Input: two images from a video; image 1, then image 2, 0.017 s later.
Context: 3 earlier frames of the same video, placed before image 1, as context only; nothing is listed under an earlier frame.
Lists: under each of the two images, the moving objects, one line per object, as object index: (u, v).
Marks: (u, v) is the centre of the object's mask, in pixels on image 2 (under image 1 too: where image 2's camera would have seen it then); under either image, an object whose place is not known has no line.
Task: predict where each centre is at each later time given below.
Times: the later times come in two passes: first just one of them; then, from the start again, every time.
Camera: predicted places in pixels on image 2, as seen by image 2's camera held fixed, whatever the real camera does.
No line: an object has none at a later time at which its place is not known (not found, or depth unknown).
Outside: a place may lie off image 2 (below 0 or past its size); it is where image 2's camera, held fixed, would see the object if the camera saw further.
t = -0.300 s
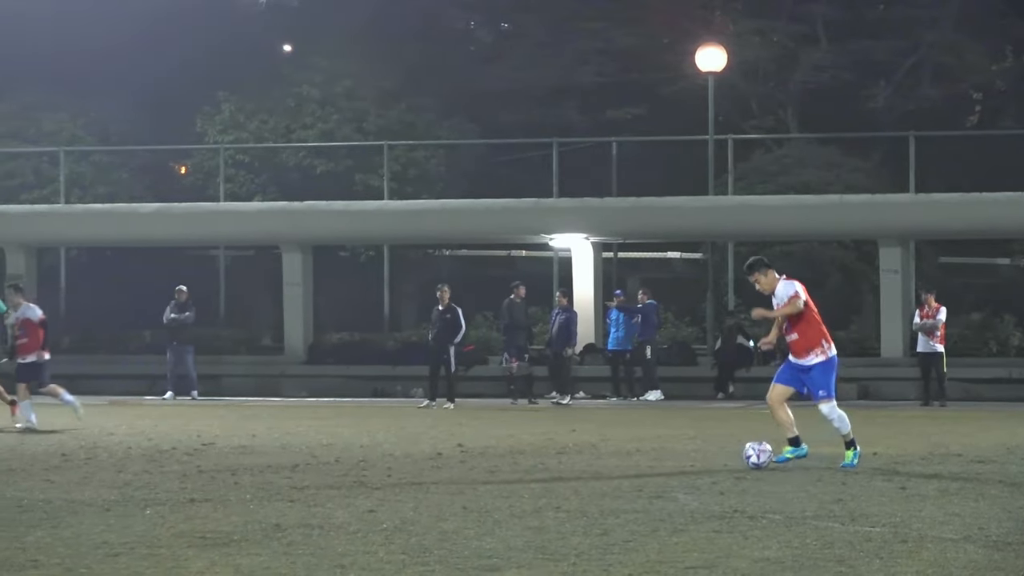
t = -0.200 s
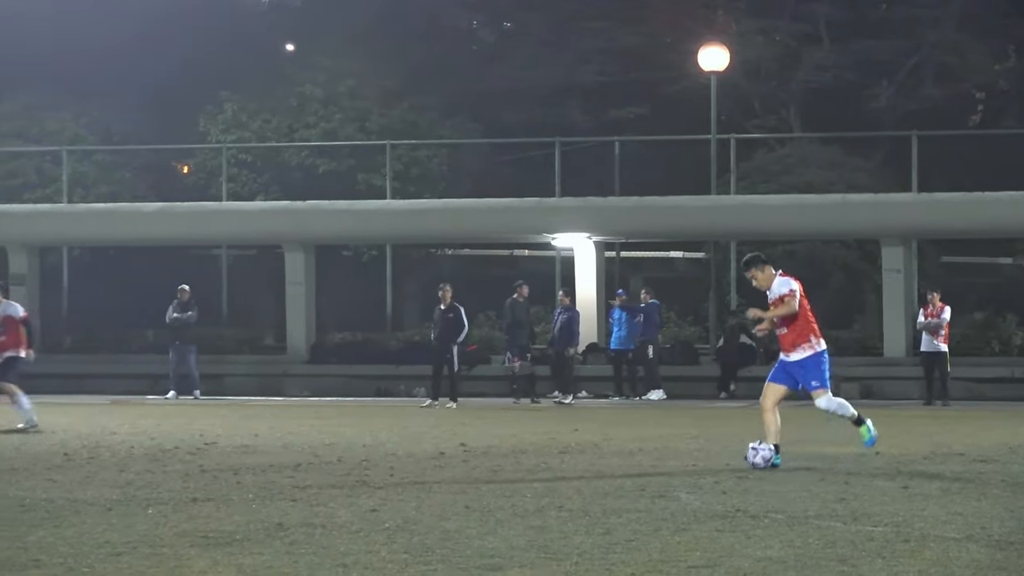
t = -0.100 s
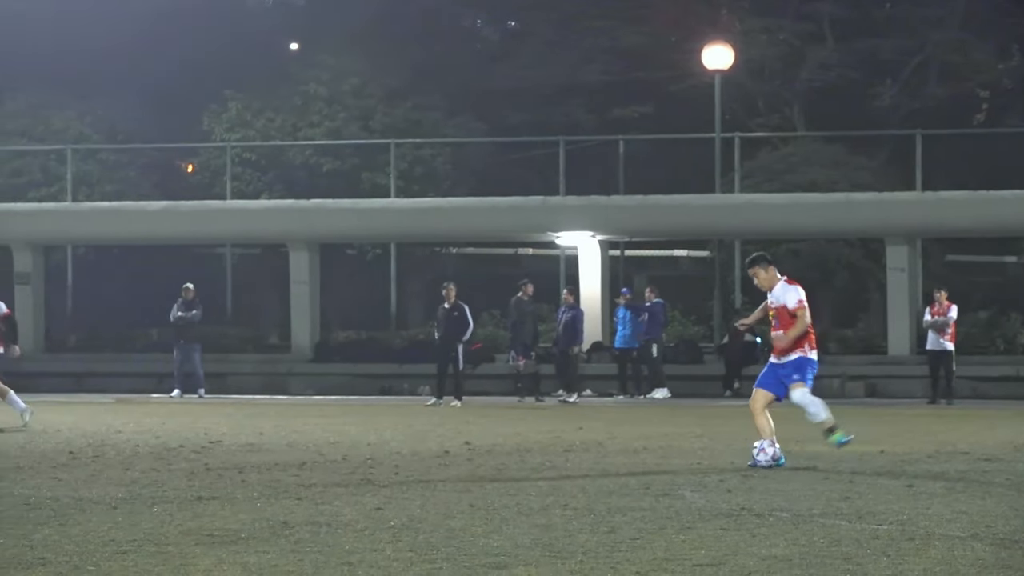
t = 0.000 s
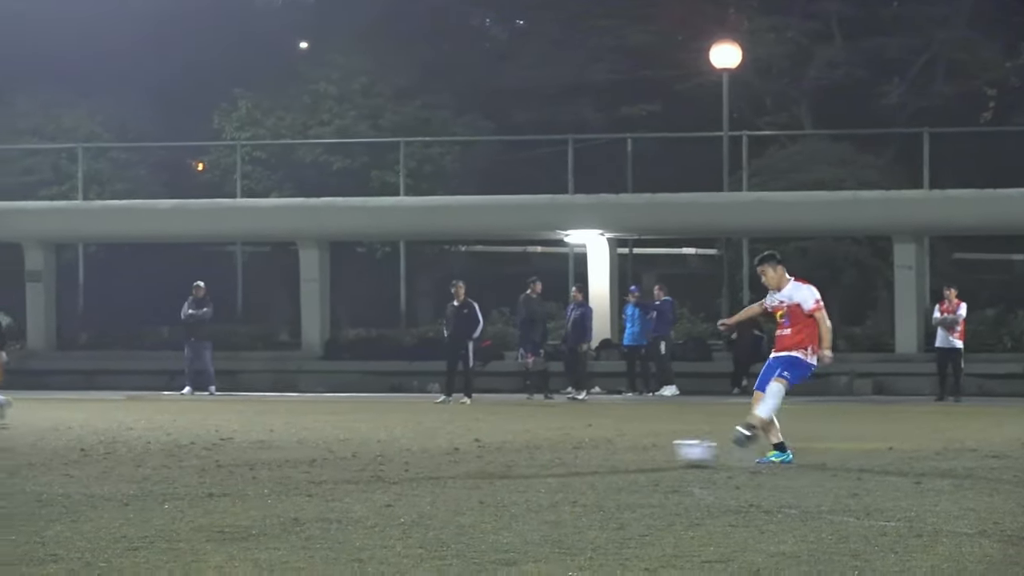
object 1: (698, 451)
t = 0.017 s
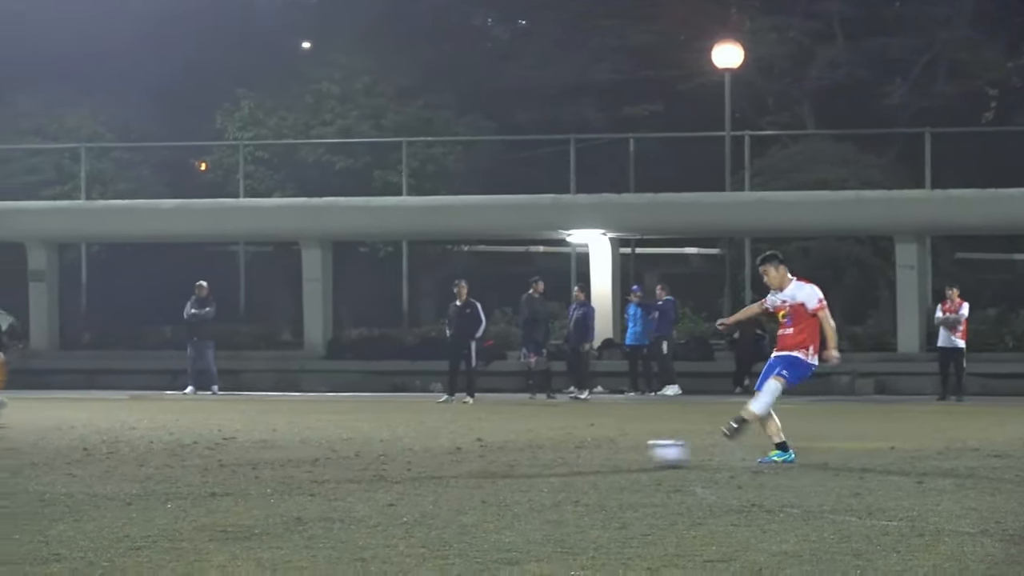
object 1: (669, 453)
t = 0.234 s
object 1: (338, 457)
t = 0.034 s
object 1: (642, 453)
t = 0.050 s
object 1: (617, 453)
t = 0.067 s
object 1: (590, 453)
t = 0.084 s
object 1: (563, 453)
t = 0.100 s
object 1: (537, 453)
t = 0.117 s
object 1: (511, 454)
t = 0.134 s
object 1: (485, 454)
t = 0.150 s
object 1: (460, 454)
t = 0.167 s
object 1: (434, 454)
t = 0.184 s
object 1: (410, 455)
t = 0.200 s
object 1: (385, 456)
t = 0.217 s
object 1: (361, 457)
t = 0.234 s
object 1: (338, 457)
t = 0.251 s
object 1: (314, 457)
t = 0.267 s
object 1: (292, 457)
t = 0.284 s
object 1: (266, 458)
